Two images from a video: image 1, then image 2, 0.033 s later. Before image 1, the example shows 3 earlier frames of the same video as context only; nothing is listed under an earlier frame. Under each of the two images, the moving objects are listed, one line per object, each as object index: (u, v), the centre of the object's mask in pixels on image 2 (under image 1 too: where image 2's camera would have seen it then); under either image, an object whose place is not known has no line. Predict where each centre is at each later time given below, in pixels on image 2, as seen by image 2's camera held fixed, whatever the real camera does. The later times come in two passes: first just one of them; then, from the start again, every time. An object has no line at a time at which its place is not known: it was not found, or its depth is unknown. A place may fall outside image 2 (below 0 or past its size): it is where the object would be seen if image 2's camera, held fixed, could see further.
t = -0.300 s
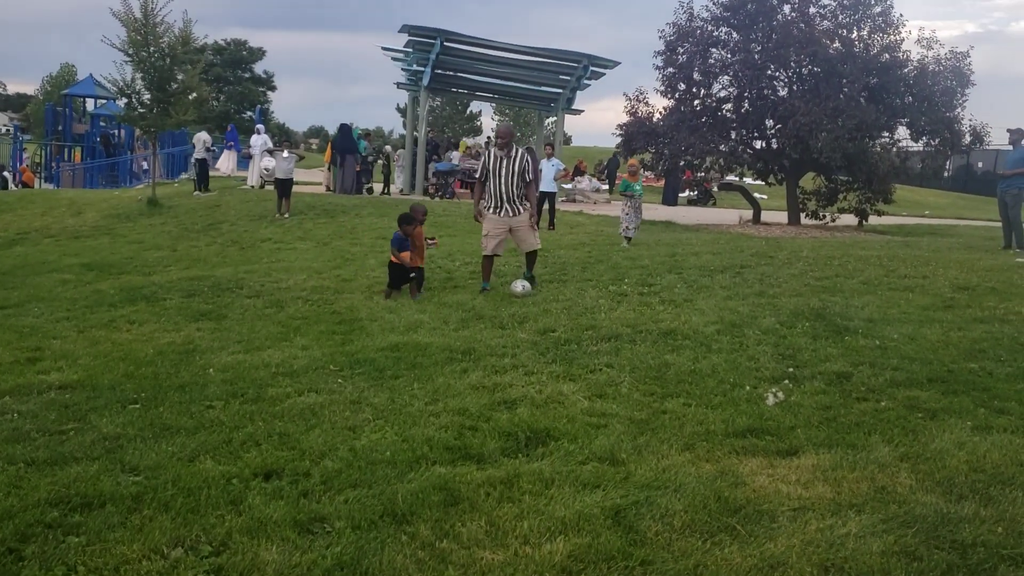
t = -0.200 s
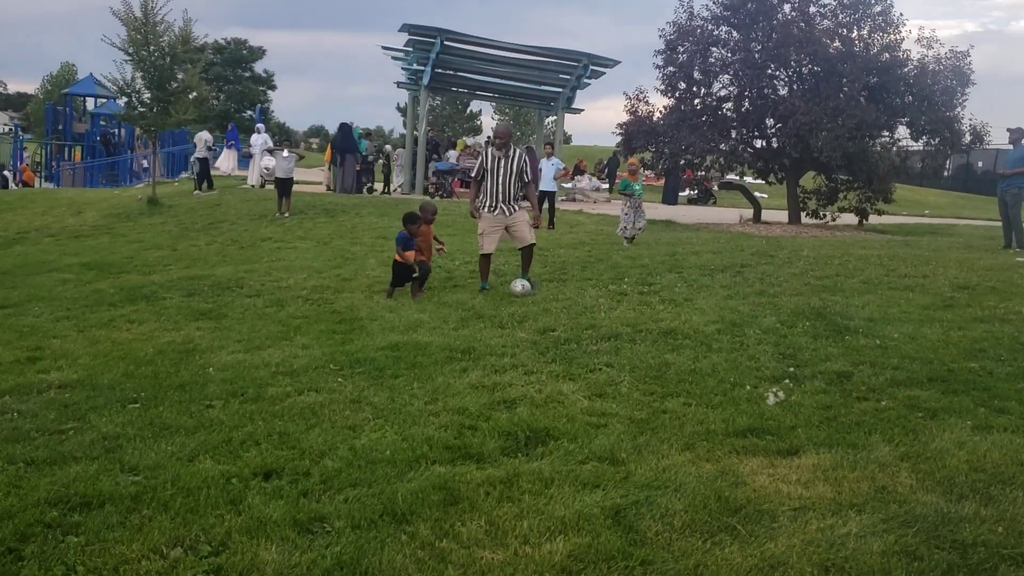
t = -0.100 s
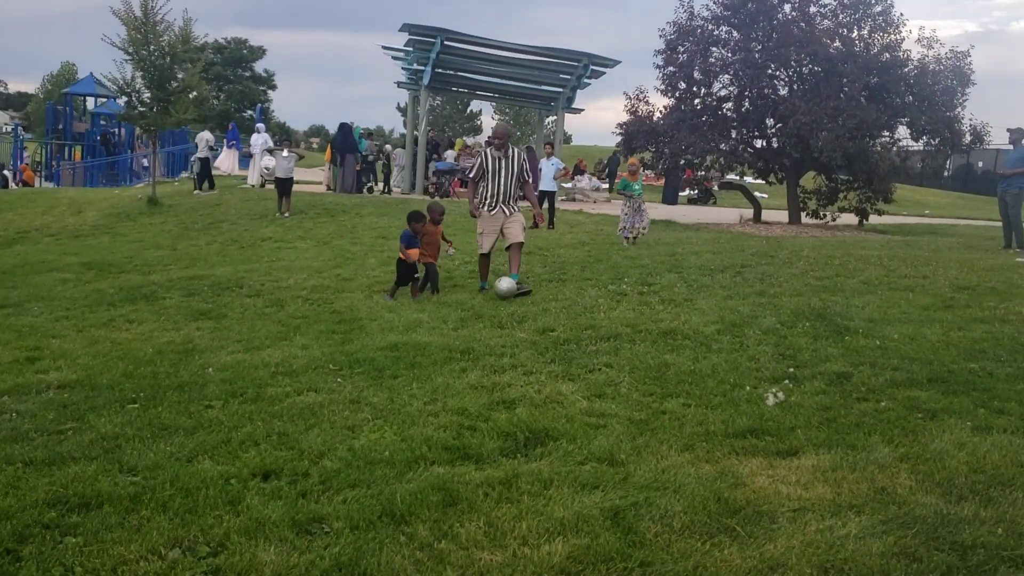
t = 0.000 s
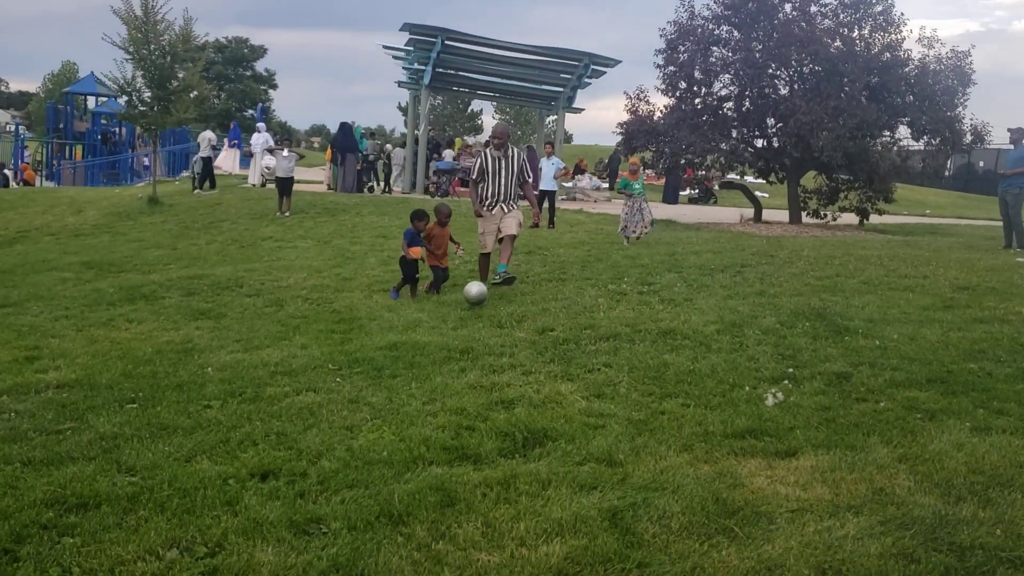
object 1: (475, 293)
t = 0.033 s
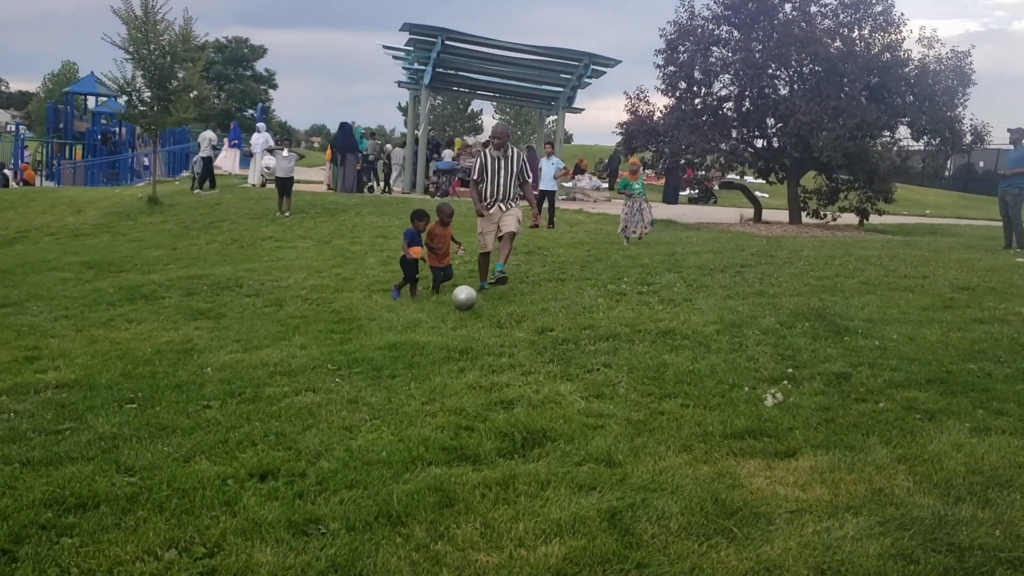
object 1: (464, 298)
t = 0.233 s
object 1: (404, 322)
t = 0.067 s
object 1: (453, 304)
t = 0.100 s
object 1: (441, 310)
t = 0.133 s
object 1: (430, 315)
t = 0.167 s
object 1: (421, 318)
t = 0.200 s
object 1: (412, 320)
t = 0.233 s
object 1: (404, 322)
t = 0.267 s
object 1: (394, 324)
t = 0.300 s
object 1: (385, 326)
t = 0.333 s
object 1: (376, 332)
